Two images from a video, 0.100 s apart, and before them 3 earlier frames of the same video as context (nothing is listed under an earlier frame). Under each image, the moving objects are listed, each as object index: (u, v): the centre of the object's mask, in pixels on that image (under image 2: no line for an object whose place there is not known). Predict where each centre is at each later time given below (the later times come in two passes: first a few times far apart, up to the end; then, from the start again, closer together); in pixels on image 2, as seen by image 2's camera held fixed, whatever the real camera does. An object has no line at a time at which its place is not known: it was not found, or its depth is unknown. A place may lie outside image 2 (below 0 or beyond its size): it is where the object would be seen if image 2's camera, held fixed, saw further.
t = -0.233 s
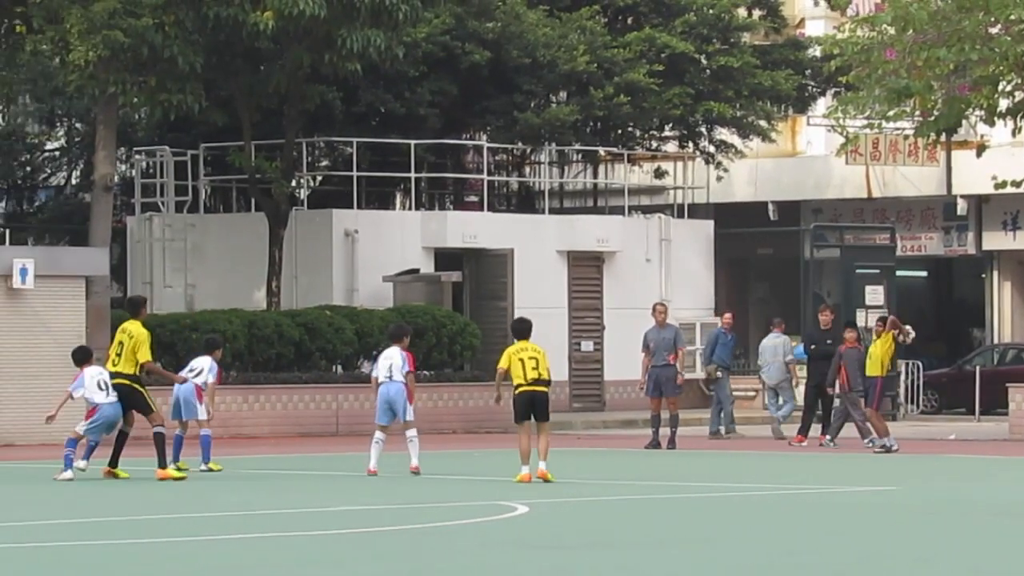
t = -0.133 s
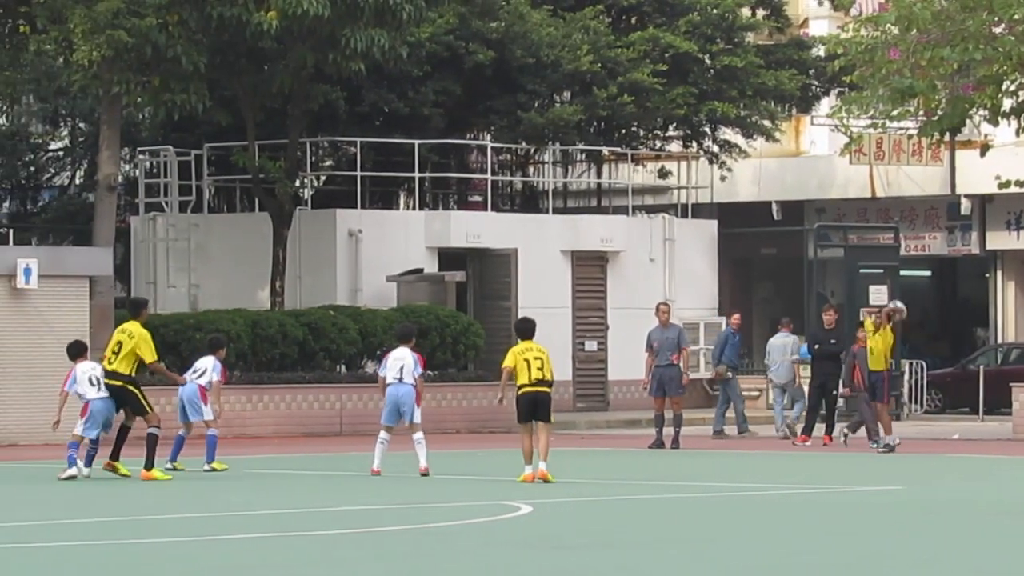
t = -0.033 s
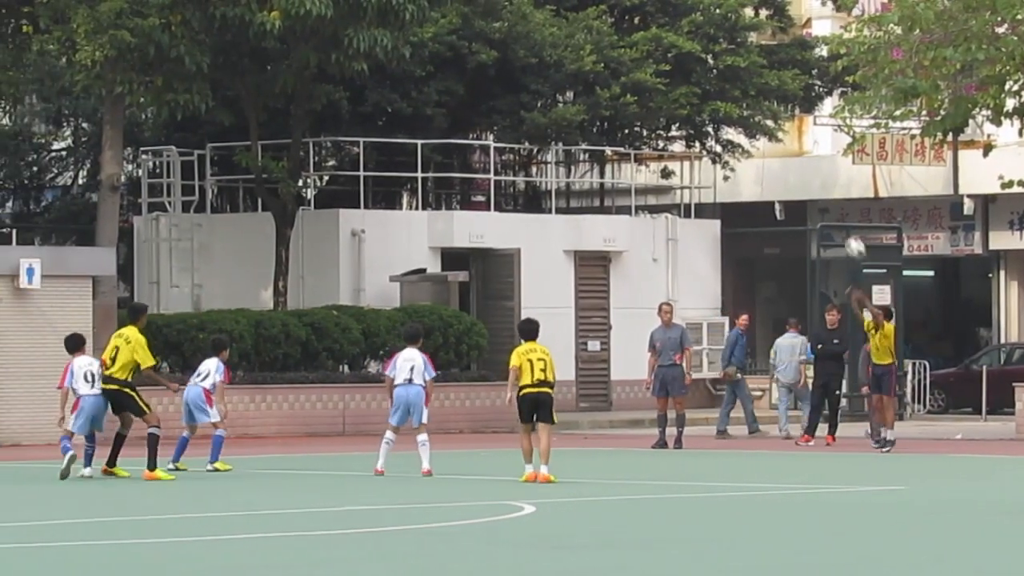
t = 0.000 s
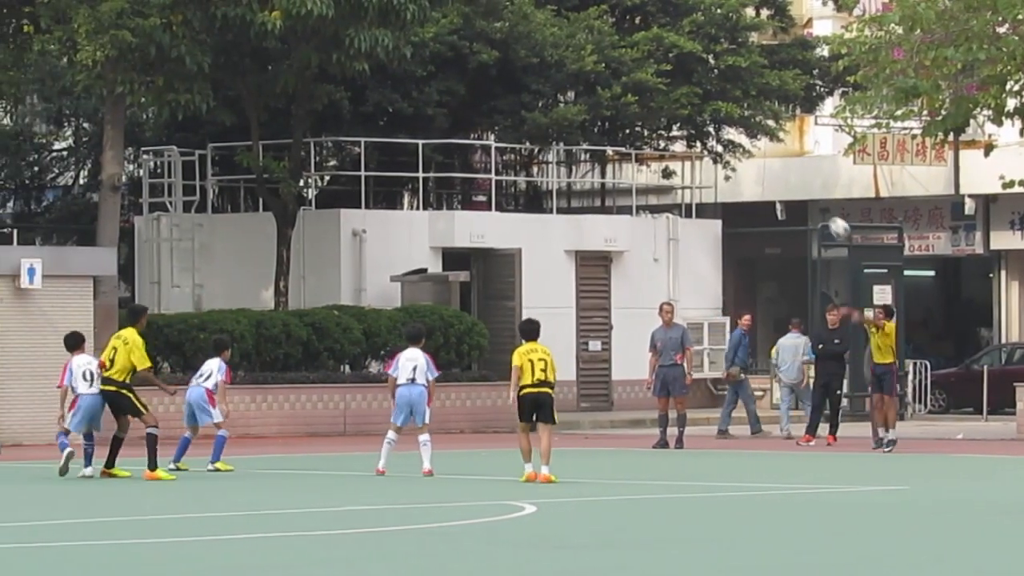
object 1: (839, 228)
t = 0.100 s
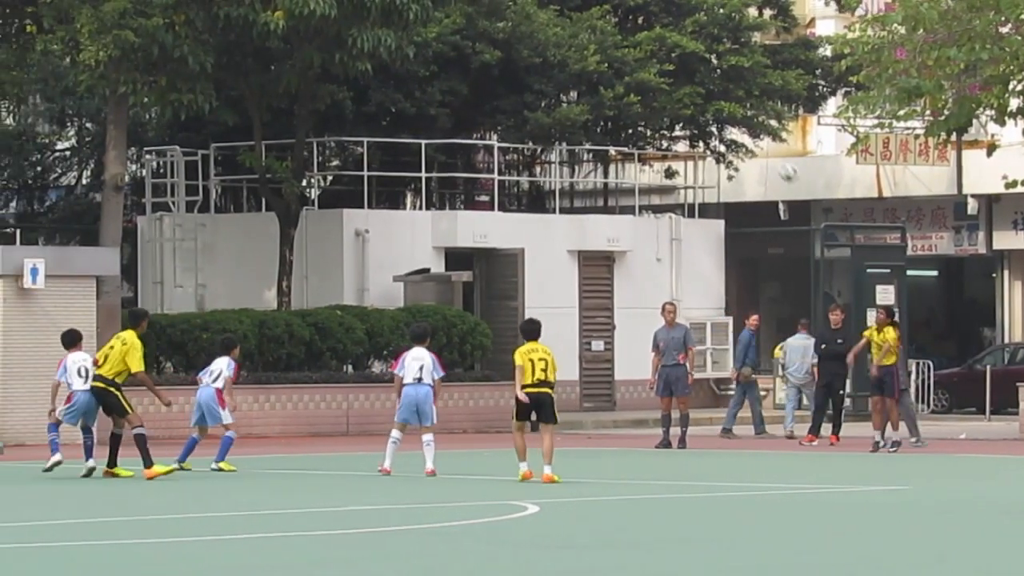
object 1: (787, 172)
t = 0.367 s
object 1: (644, 67)
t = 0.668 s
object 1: (475, 30)
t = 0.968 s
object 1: (300, 77)
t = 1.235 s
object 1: (135, 196)
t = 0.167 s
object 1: (754, 141)
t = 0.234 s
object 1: (717, 112)
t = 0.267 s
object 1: (699, 99)
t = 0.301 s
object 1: (681, 87)
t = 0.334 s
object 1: (662, 77)
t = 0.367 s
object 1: (644, 67)
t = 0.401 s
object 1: (625, 59)
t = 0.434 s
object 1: (607, 51)
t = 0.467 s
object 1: (588, 45)
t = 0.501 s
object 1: (570, 38)
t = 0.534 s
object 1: (551, 34)
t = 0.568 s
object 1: (532, 33)
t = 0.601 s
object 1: (513, 31)
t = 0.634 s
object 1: (494, 30)
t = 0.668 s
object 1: (475, 30)
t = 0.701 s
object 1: (456, 31)
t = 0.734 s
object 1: (436, 33)
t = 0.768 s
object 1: (417, 36)
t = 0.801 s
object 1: (398, 40)
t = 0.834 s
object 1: (379, 46)
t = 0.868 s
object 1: (359, 52)
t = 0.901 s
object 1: (339, 59)
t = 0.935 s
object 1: (319, 68)
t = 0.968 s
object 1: (300, 77)
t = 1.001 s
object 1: (280, 87)
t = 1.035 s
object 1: (260, 100)
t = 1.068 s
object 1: (240, 112)
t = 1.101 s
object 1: (219, 126)
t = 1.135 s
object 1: (199, 142)
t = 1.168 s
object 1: (178, 157)
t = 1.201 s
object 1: (156, 176)
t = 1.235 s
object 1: (135, 196)
